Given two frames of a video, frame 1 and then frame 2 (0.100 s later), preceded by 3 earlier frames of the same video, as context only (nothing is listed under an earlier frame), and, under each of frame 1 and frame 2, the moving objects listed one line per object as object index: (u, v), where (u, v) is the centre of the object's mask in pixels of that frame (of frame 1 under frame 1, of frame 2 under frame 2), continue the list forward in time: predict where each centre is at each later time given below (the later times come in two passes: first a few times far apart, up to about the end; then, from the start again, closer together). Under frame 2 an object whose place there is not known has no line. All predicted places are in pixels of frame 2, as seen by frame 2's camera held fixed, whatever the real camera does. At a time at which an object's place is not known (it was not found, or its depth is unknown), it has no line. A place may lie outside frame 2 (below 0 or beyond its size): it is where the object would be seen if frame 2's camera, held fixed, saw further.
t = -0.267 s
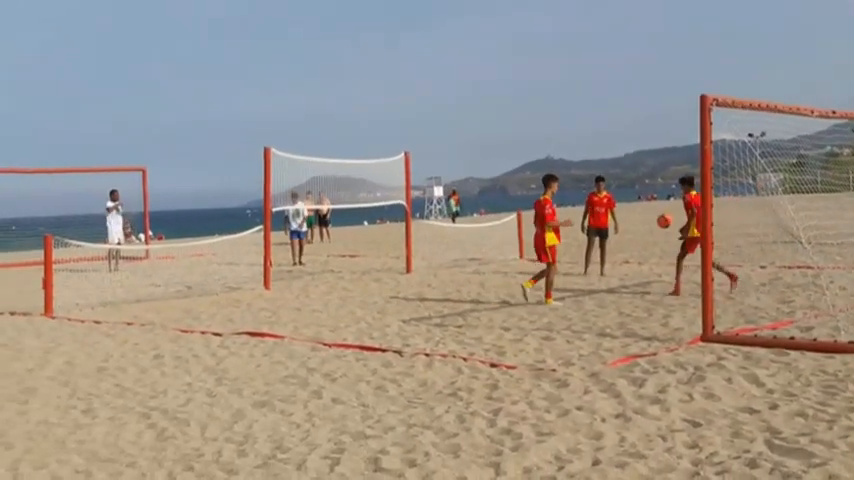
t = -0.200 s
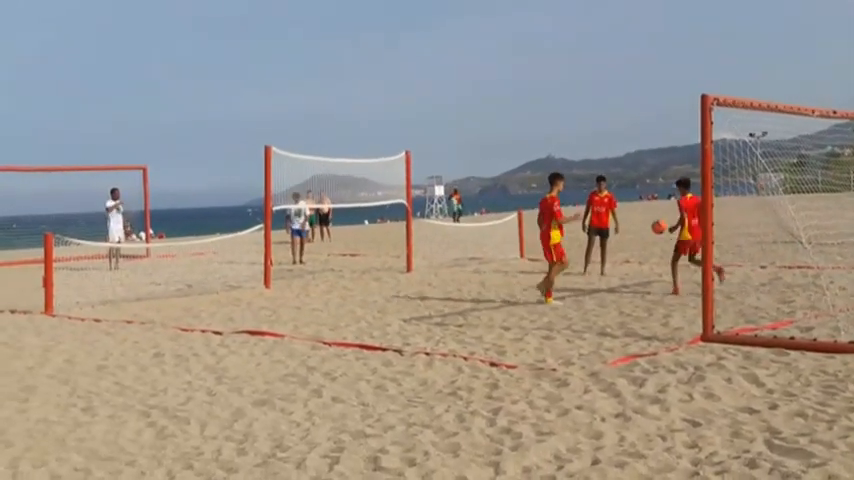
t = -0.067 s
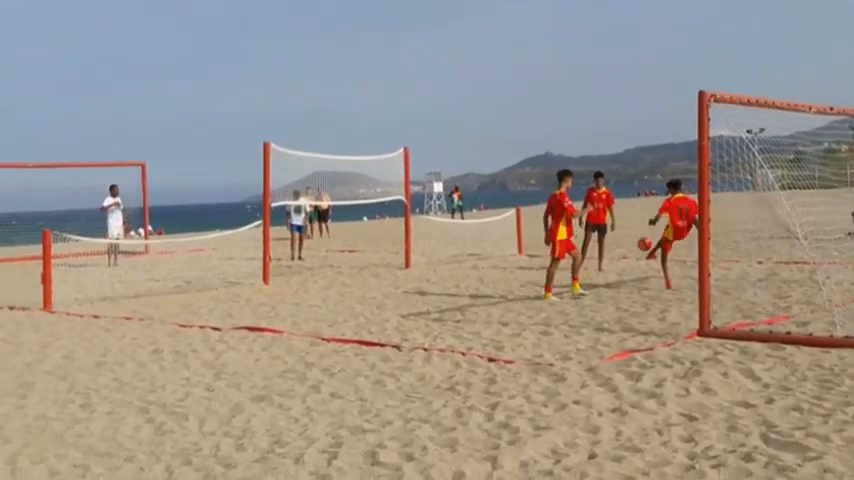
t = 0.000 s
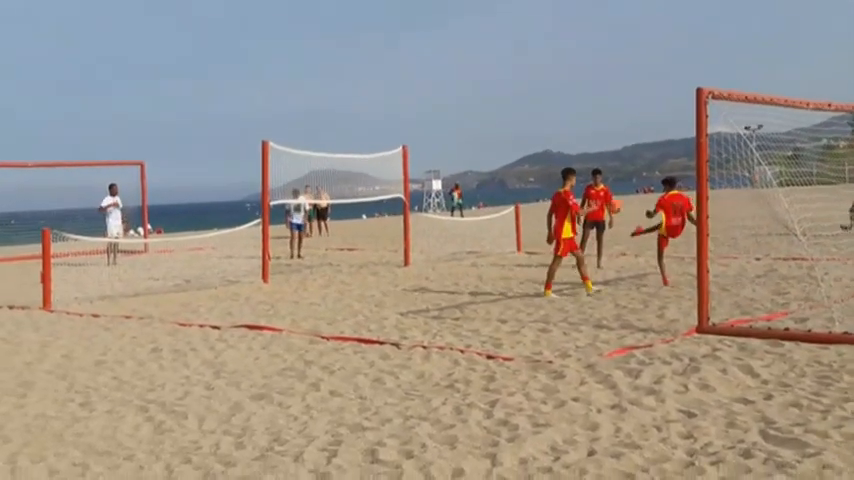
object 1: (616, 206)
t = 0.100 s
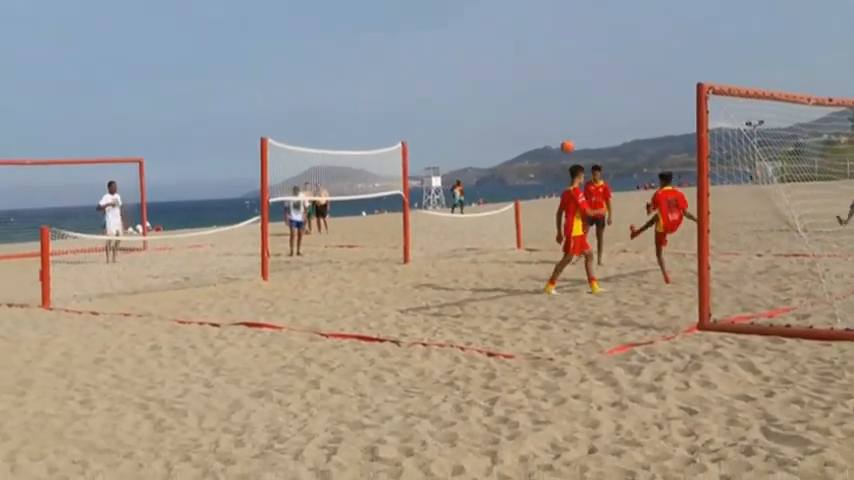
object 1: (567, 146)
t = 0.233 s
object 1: (509, 90)
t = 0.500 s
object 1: (414, 32)
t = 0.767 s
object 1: (344, 32)
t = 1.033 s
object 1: (294, 71)
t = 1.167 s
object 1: (273, 104)
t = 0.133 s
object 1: (552, 130)
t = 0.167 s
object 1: (537, 115)
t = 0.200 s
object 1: (523, 102)
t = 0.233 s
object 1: (509, 90)
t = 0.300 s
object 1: (483, 70)
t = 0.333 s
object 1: (471, 61)
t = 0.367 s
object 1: (459, 53)
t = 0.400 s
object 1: (447, 47)
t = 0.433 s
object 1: (436, 41)
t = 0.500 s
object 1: (414, 32)
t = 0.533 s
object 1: (405, 30)
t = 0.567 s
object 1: (395, 28)
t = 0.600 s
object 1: (386, 26)
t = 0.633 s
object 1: (377, 25)
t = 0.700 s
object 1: (360, 27)
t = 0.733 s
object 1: (352, 29)
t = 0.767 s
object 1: (344, 32)
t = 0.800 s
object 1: (337, 34)
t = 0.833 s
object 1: (330, 38)
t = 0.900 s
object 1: (317, 47)
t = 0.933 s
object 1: (311, 52)
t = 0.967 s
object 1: (305, 58)
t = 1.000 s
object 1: (299, 64)
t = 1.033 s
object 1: (294, 71)
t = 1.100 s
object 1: (283, 87)
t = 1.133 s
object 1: (278, 95)
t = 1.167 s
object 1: (273, 104)
